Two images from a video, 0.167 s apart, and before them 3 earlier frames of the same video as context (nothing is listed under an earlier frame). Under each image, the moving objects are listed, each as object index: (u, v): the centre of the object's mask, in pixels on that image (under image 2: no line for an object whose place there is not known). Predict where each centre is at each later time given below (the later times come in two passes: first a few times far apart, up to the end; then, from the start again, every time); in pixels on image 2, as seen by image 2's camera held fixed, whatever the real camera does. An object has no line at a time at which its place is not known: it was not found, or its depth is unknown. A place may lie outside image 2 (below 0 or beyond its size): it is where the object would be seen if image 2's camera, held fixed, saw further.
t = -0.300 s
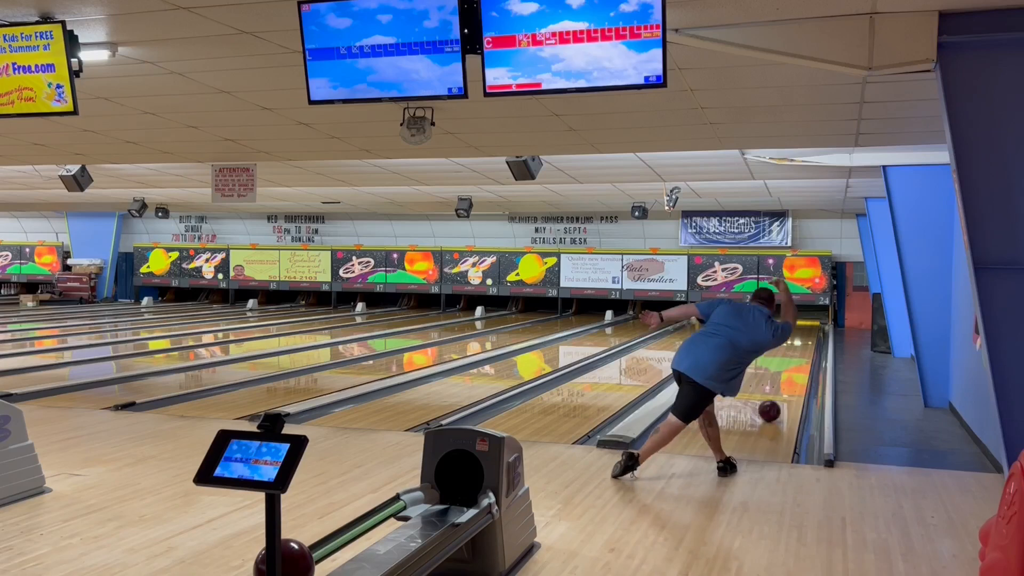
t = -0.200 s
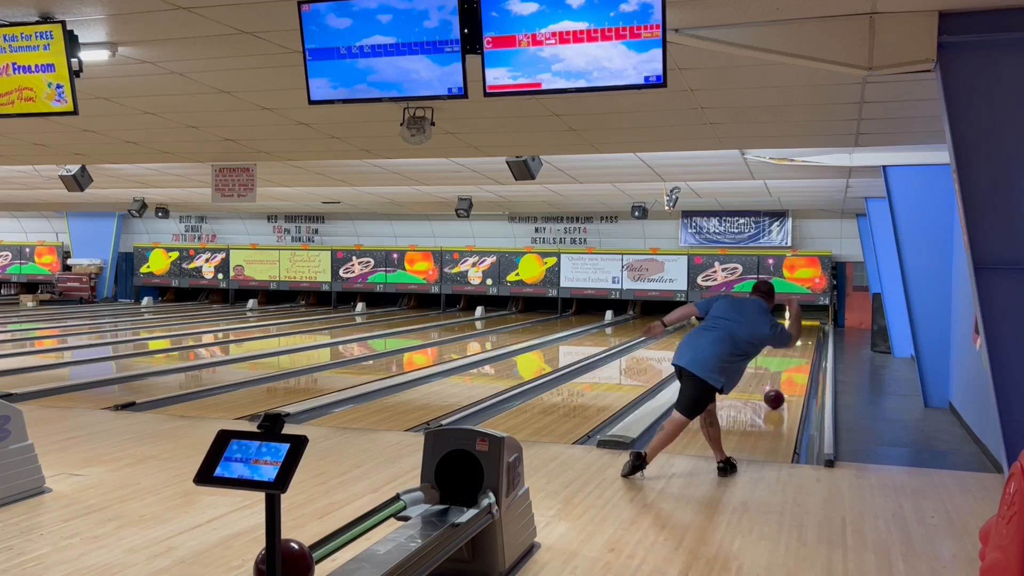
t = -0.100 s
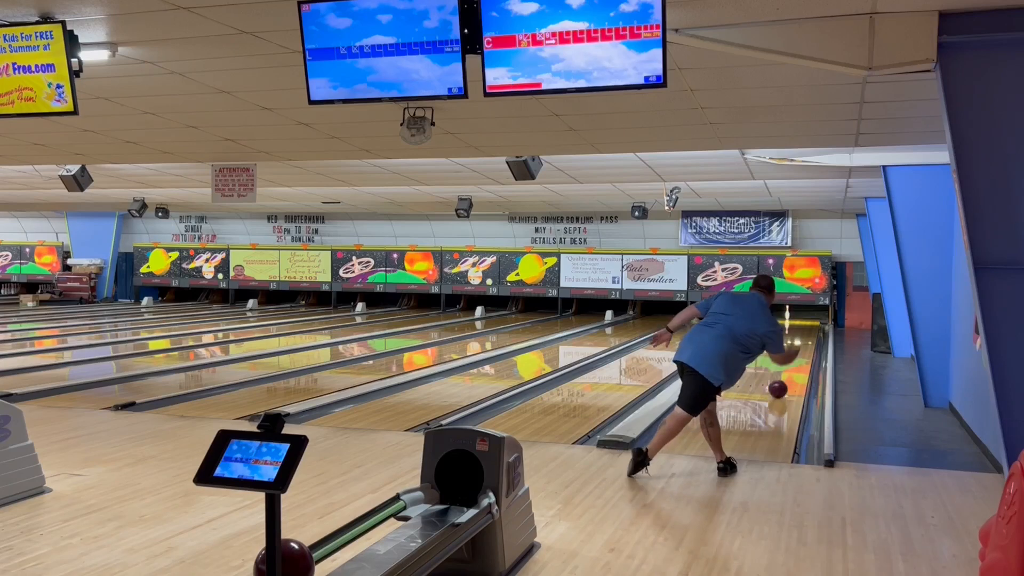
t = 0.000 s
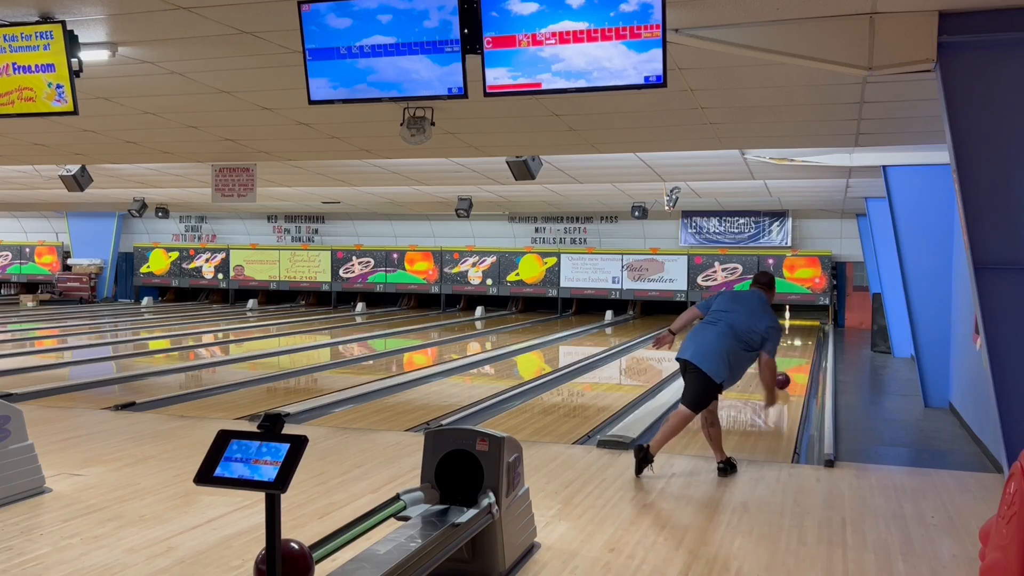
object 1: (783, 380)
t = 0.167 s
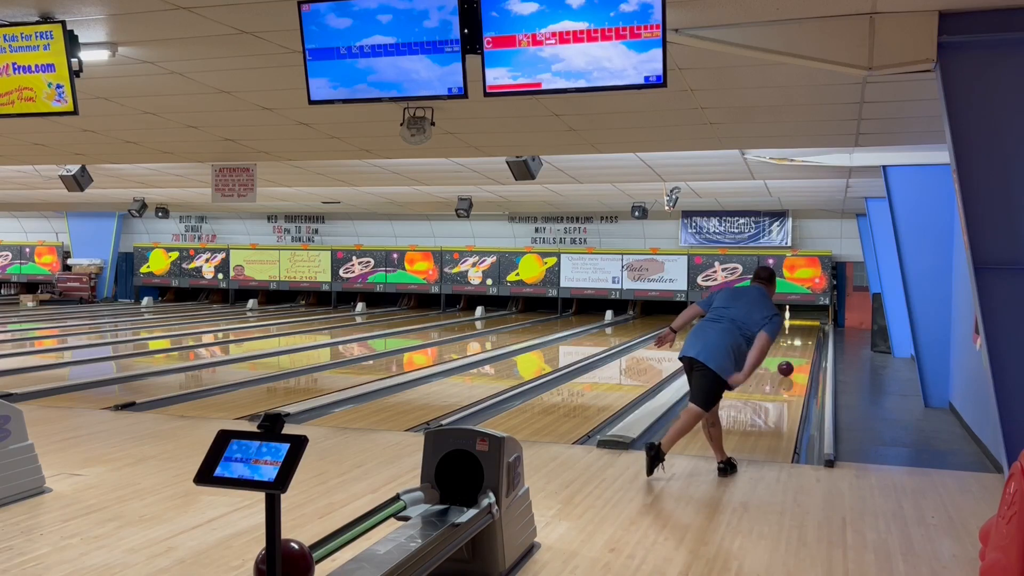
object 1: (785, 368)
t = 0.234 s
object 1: (787, 364)
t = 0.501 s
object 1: (792, 351)
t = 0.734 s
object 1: (794, 341)
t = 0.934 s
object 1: (796, 335)
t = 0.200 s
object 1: (786, 366)
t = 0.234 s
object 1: (787, 364)
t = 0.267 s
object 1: (788, 362)
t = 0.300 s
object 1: (788, 360)
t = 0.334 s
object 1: (789, 359)
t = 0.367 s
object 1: (790, 357)
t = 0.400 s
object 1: (790, 355)
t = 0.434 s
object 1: (791, 354)
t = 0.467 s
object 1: (791, 352)
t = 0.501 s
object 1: (792, 351)
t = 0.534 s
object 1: (792, 349)
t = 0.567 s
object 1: (792, 348)
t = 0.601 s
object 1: (793, 346)
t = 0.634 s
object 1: (793, 345)
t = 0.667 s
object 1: (794, 344)
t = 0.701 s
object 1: (794, 342)
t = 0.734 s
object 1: (794, 341)
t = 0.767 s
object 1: (795, 340)
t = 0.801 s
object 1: (795, 339)
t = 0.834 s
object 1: (795, 338)
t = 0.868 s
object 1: (796, 337)
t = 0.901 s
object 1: (796, 336)
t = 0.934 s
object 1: (796, 335)
